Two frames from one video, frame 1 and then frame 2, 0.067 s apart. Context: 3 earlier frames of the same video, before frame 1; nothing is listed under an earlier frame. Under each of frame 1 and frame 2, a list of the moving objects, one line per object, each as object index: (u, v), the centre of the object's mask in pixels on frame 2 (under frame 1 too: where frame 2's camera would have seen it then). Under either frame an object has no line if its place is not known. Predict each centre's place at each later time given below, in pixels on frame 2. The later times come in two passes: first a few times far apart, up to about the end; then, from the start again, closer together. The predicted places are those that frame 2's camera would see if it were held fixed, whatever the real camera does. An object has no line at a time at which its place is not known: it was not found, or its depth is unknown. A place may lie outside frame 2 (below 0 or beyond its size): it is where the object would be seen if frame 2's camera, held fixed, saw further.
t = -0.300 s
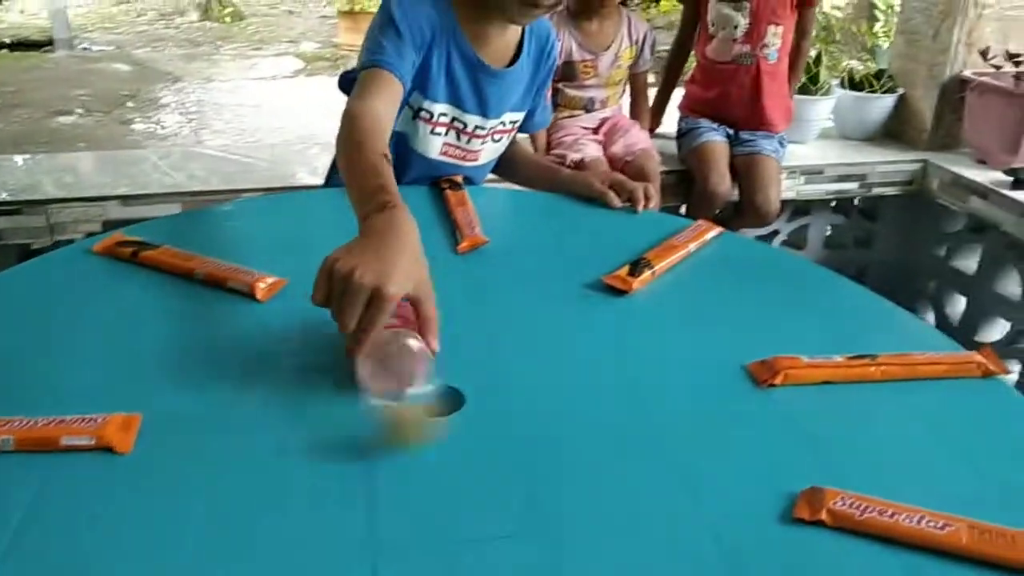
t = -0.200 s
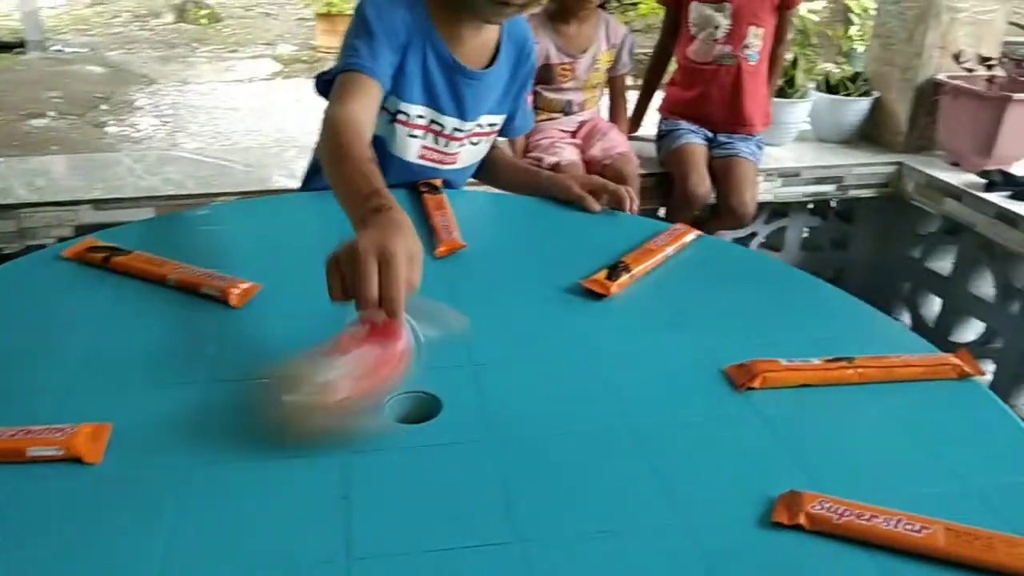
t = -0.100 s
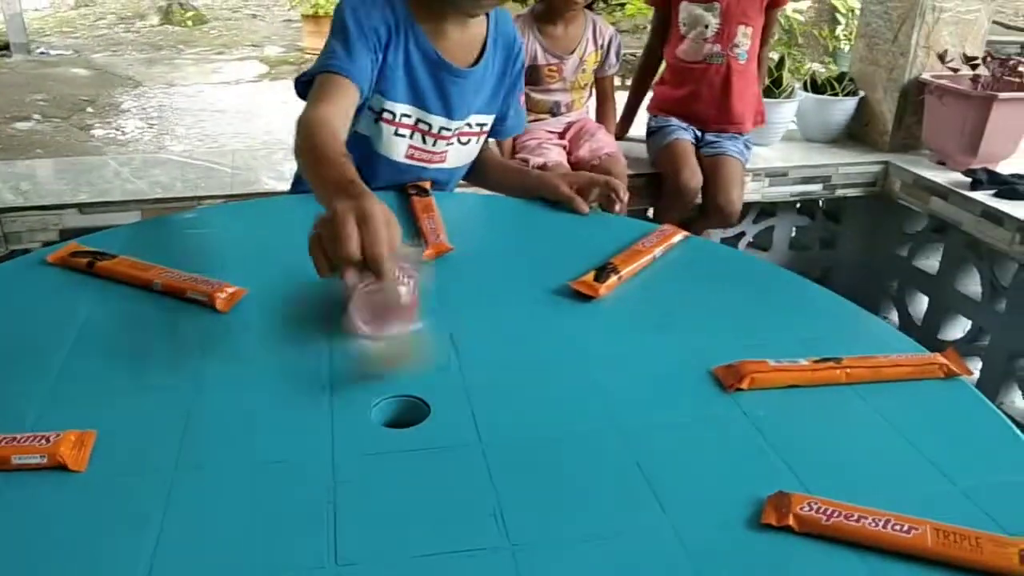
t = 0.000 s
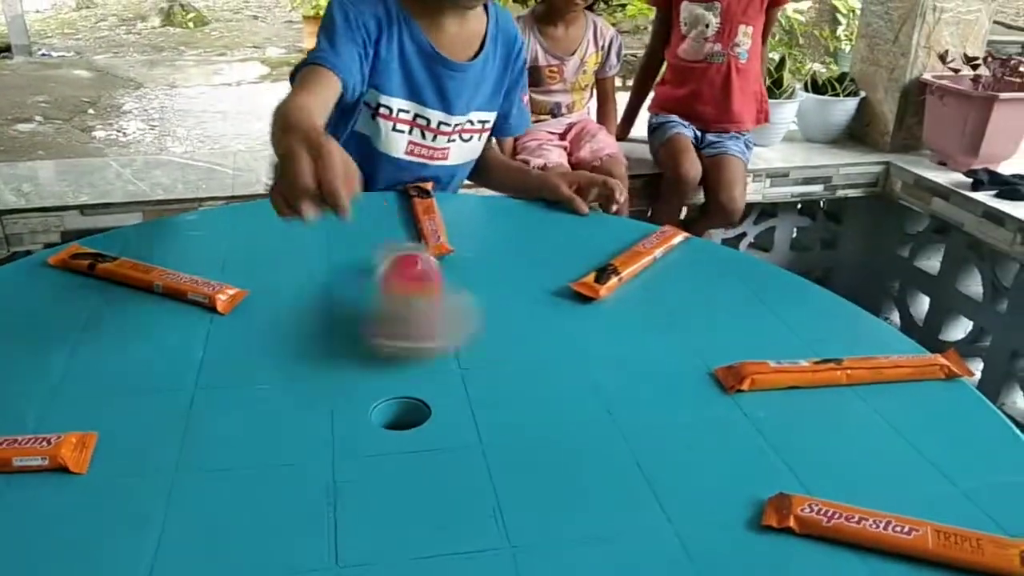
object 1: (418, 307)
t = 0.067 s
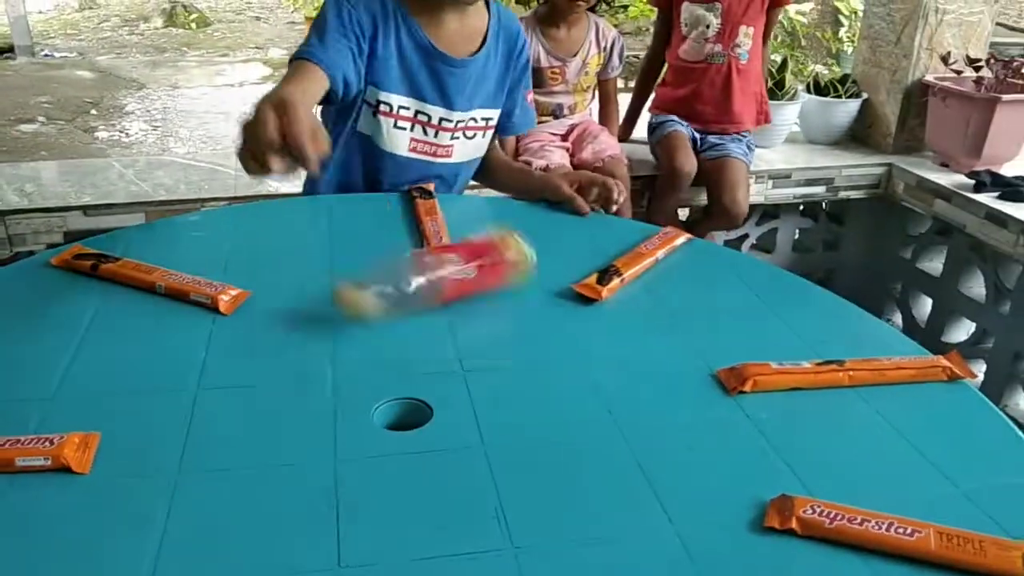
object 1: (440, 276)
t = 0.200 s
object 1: (469, 276)
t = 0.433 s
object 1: (496, 269)
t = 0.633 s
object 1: (468, 279)
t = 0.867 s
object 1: (490, 274)
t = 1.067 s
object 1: (484, 275)
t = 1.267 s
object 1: (470, 287)
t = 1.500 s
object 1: (517, 280)
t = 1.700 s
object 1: (514, 273)
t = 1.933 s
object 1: (517, 288)
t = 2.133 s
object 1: (518, 307)
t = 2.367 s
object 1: (518, 336)
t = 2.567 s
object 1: (517, 358)
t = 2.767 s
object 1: (518, 379)
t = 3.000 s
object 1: (517, 399)
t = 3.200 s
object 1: (514, 421)
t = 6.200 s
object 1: (513, 438)
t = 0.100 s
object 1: (443, 264)
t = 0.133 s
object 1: (457, 264)
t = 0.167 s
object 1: (463, 261)
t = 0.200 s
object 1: (469, 276)
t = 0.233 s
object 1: (485, 291)
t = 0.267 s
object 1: (513, 289)
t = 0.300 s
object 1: (520, 283)
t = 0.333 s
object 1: (517, 278)
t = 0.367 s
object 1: (510, 270)
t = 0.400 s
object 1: (505, 268)
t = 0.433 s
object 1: (496, 269)
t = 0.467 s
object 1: (489, 271)
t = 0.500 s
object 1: (481, 271)
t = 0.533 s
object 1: (476, 271)
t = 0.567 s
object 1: (472, 272)
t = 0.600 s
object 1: (467, 276)
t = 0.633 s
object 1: (468, 279)
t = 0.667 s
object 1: (477, 285)
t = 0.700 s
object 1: (493, 289)
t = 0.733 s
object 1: (502, 285)
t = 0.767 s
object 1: (501, 280)
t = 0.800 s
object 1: (495, 276)
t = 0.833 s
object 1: (494, 274)
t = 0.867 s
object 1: (490, 274)
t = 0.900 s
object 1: (487, 273)
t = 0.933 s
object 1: (488, 272)
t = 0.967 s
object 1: (488, 271)
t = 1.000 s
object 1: (488, 272)
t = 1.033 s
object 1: (485, 273)
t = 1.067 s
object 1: (484, 275)
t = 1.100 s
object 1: (480, 274)
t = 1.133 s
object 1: (476, 275)
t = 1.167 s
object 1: (475, 277)
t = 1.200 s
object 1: (472, 279)
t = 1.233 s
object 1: (470, 282)
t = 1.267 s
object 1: (470, 287)
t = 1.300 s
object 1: (476, 291)
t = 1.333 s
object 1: (486, 296)
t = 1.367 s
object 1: (499, 295)
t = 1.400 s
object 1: (509, 292)
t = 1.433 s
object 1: (515, 288)
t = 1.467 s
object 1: (518, 284)
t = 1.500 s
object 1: (517, 280)
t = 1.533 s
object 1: (514, 277)
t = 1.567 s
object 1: (514, 275)
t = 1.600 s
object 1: (513, 272)
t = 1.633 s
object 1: (513, 271)
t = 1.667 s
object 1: (514, 273)
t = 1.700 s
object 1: (514, 273)
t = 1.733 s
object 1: (514, 274)
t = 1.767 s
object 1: (514, 275)
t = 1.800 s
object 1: (515, 277)
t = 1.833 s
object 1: (515, 279)
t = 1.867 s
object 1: (516, 281)
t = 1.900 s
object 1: (516, 285)
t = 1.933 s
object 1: (517, 288)
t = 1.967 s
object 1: (519, 291)
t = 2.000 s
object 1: (519, 294)
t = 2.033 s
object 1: (519, 297)
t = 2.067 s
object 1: (518, 301)
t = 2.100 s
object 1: (519, 304)
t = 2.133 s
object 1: (518, 307)
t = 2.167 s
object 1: (519, 311)
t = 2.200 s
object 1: (518, 315)
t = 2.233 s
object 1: (520, 319)
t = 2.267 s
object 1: (520, 323)
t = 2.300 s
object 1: (520, 327)
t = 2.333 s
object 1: (519, 331)
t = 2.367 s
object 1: (518, 336)
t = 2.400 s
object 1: (518, 340)
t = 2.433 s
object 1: (517, 343)
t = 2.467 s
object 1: (517, 348)
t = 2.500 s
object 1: (517, 352)
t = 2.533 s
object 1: (516, 355)
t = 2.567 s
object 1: (517, 358)
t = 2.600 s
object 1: (517, 362)
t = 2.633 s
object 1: (517, 366)
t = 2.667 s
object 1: (517, 370)
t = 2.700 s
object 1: (517, 374)
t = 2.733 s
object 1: (518, 377)
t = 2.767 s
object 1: (518, 379)
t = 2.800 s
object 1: (517, 383)
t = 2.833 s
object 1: (518, 385)
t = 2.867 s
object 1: (518, 388)
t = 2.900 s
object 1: (517, 391)
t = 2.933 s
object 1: (516, 393)
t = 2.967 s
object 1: (516, 397)
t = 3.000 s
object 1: (517, 399)
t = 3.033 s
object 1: (515, 403)
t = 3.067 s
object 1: (516, 406)
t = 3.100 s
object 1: (516, 409)
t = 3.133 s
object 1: (515, 413)
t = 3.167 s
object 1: (514, 417)
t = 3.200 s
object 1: (514, 421)
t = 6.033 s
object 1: (512, 432)
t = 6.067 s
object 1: (512, 433)
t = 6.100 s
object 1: (512, 435)
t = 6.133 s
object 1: (513, 436)
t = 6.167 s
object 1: (513, 437)
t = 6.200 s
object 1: (513, 438)
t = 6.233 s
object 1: (513, 439)
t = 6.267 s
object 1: (512, 440)
